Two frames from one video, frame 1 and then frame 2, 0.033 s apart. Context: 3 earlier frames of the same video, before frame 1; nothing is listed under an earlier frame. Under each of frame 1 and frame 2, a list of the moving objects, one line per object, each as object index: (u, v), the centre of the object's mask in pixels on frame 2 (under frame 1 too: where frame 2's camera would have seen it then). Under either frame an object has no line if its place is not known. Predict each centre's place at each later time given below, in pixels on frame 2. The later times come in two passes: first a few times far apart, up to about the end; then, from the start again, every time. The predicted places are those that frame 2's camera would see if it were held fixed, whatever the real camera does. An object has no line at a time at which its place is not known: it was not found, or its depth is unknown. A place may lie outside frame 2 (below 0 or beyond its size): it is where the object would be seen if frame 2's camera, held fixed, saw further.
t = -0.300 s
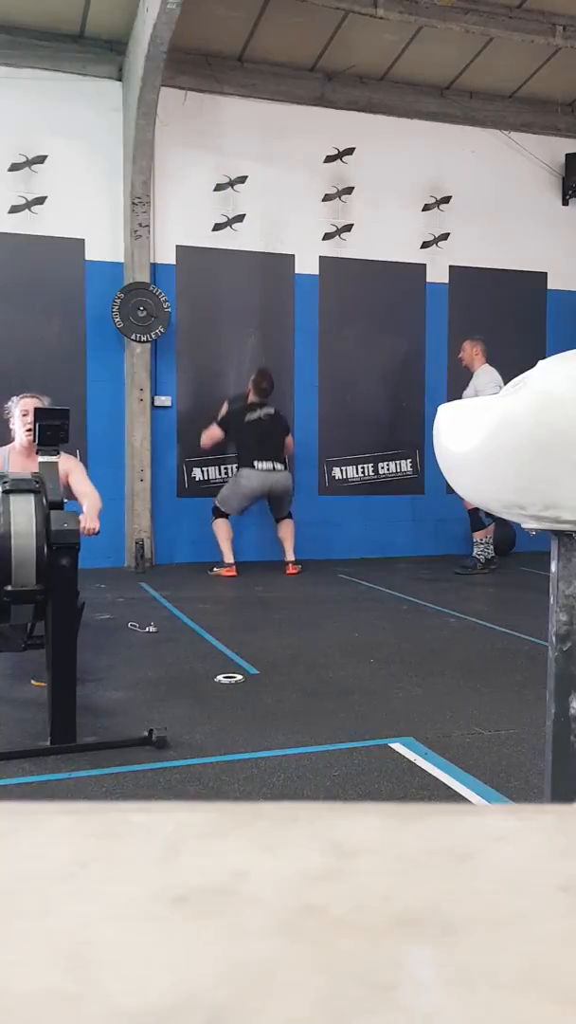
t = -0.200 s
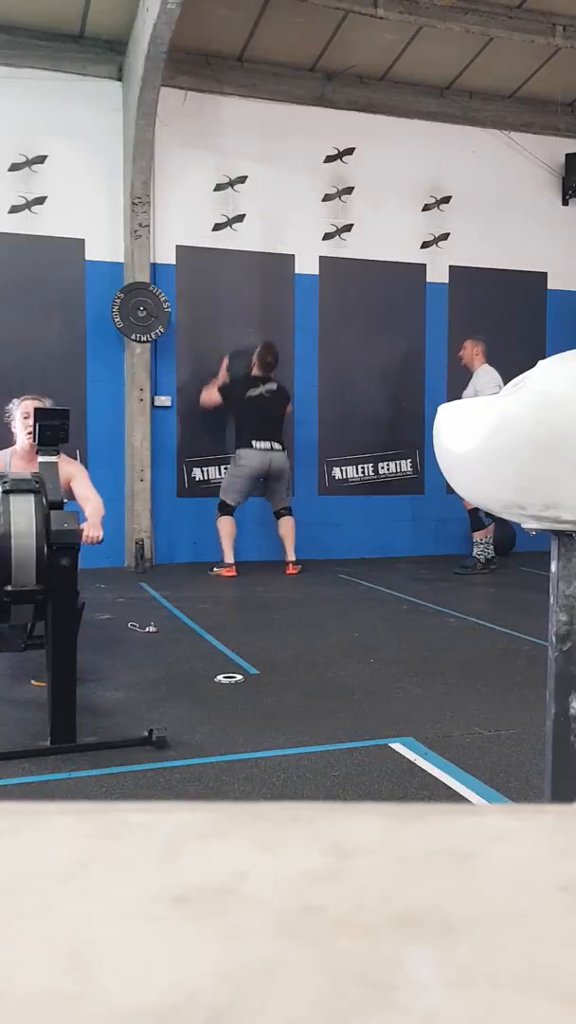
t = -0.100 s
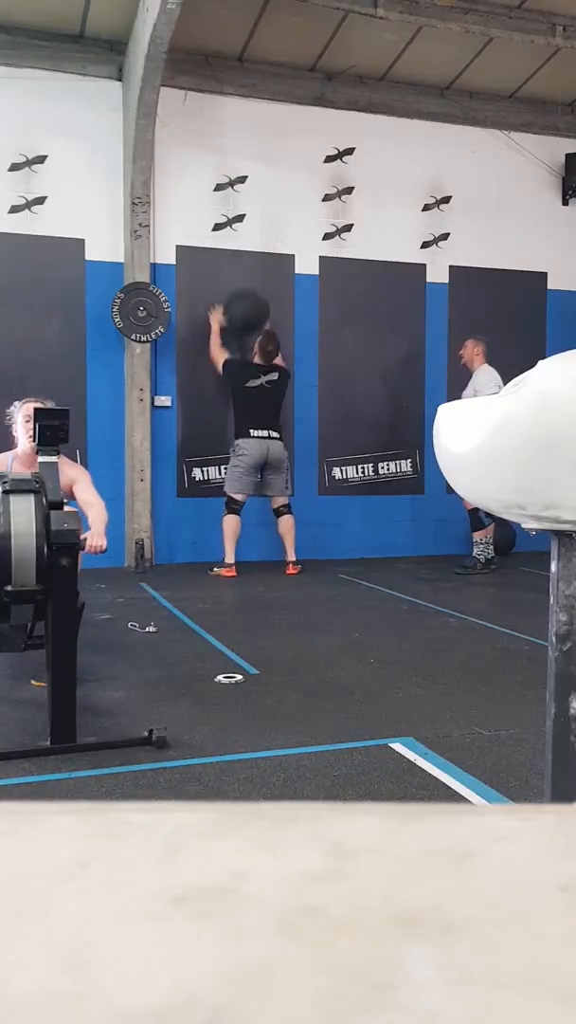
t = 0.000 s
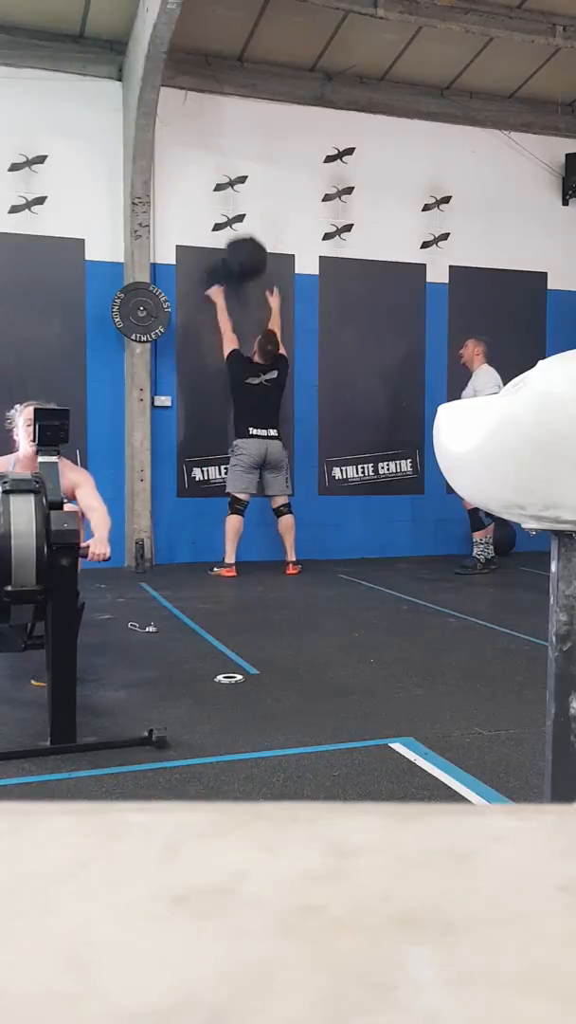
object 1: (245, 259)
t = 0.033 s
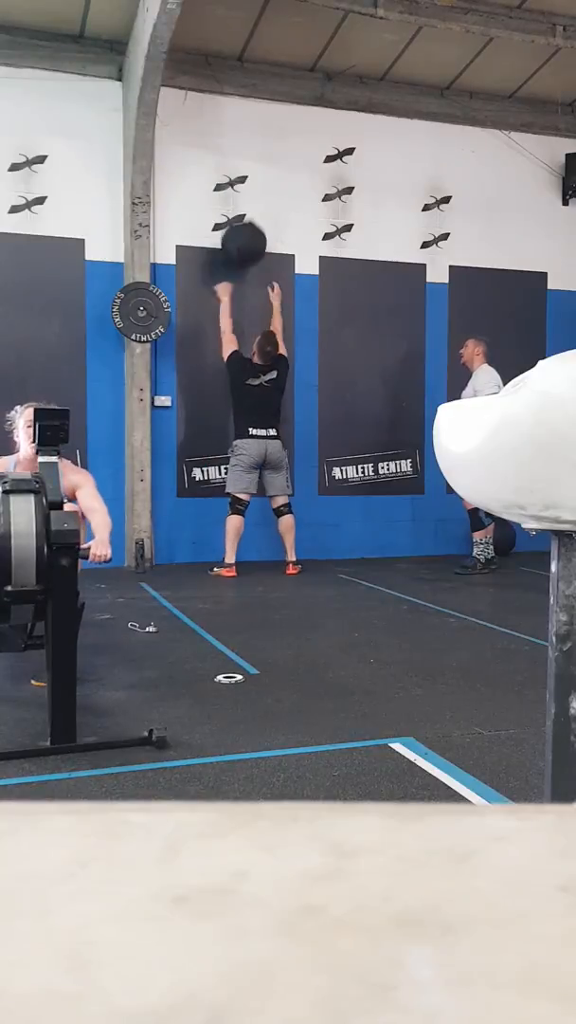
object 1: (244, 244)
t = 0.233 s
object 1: (239, 185)
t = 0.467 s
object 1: (238, 179)
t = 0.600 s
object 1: (241, 205)
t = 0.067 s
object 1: (243, 229)
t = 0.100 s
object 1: (242, 218)
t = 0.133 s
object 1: (241, 208)
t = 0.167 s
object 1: (240, 198)
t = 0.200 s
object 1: (240, 191)
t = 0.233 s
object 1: (239, 185)
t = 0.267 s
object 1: (238, 180)
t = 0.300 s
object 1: (237, 177)
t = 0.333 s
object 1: (237, 176)
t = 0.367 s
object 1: (237, 175)
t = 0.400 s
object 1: (237, 175)
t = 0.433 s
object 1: (238, 177)
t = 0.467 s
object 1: (238, 179)
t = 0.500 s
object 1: (239, 184)
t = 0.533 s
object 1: (239, 189)
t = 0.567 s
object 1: (239, 197)
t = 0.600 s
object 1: (241, 205)
